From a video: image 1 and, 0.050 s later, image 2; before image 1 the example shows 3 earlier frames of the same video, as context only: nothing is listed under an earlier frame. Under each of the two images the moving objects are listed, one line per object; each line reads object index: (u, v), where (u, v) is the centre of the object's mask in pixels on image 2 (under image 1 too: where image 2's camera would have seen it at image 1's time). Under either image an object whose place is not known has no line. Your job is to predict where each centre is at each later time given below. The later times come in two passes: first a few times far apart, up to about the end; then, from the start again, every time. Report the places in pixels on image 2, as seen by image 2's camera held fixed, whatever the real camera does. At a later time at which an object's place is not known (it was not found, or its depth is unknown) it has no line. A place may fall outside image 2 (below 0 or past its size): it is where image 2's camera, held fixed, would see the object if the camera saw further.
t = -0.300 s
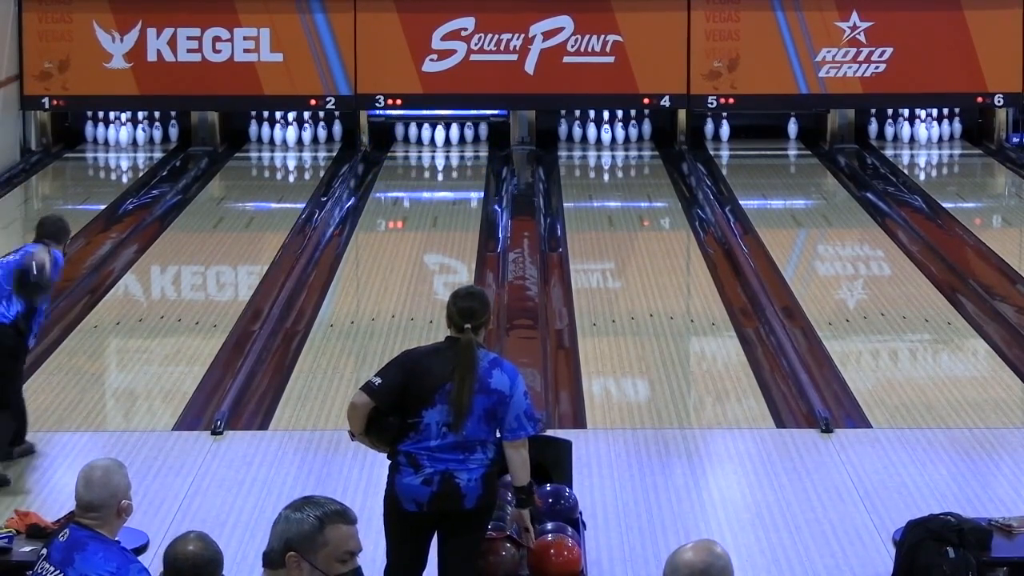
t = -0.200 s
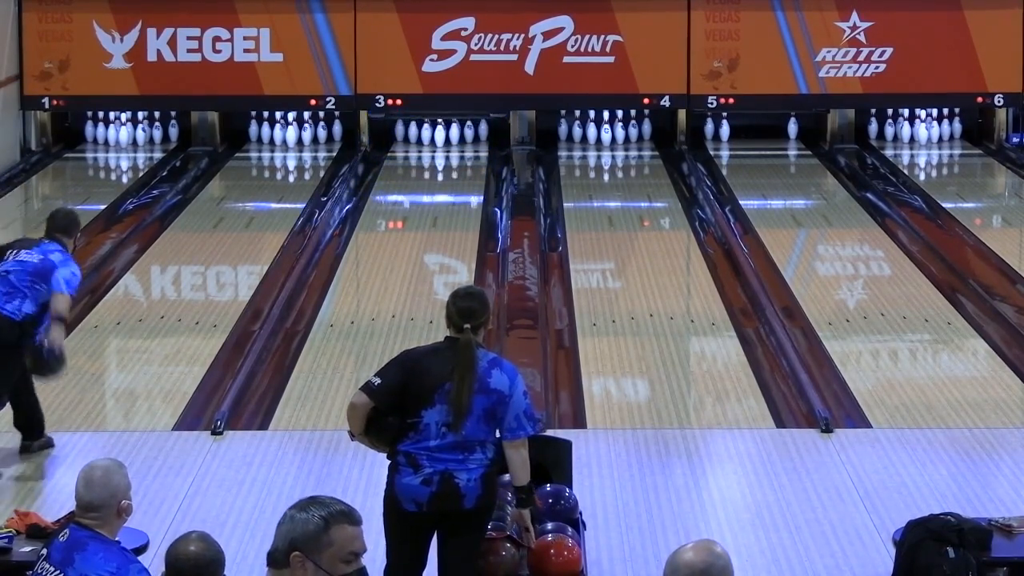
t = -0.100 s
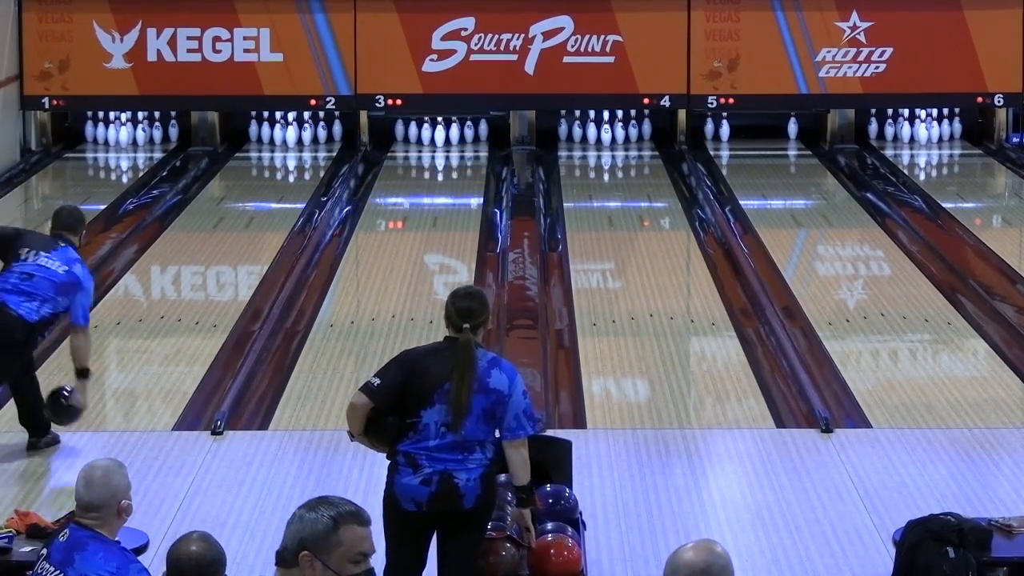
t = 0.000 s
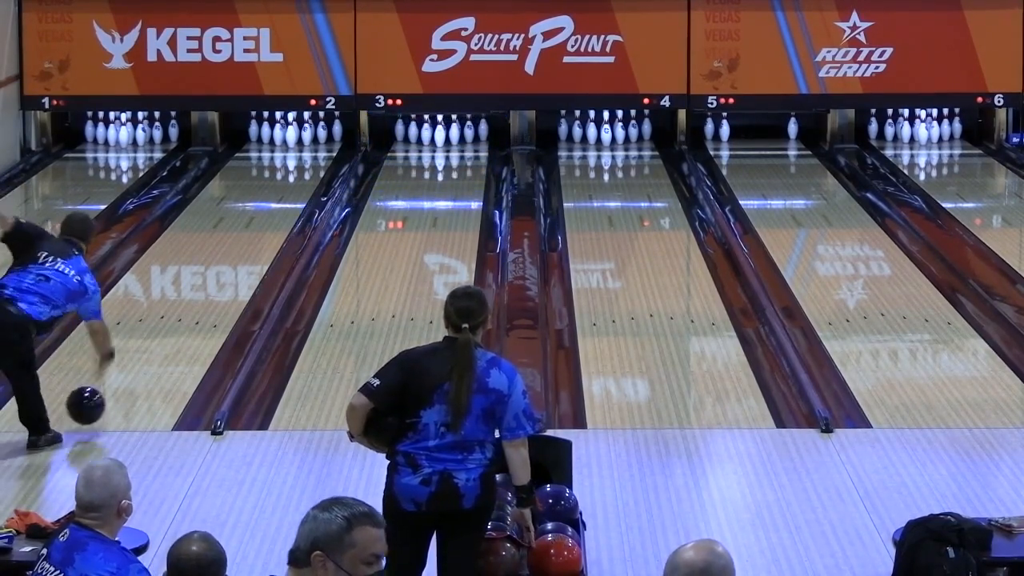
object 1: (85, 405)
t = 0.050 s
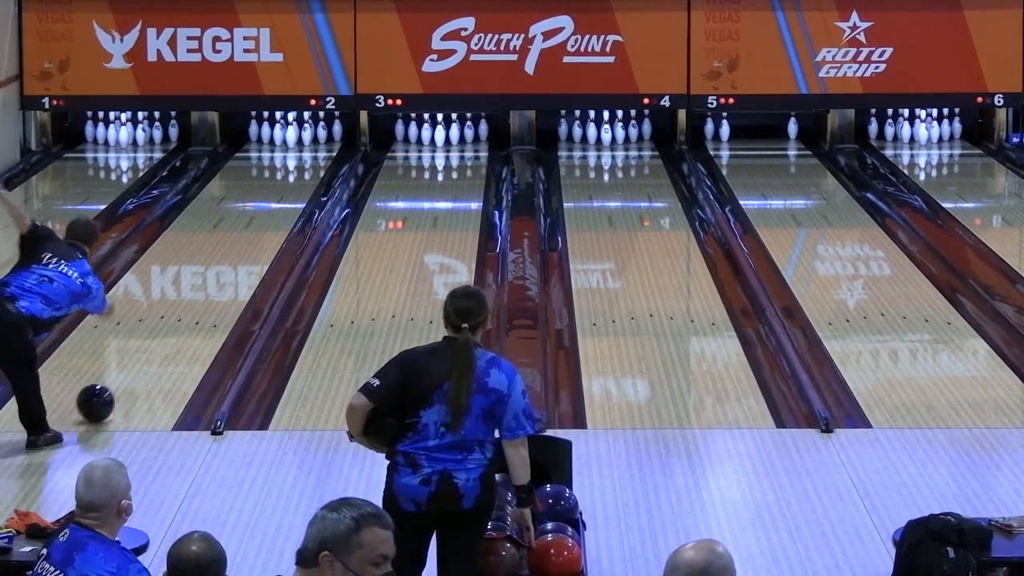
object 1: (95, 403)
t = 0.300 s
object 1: (137, 354)
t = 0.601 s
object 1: (179, 307)
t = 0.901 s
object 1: (212, 267)
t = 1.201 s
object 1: (239, 235)
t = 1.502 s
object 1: (262, 206)
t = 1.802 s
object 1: (280, 182)
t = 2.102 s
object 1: (291, 162)
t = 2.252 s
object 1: (293, 153)
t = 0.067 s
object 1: (98, 399)
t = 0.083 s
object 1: (101, 395)
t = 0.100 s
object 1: (104, 391)
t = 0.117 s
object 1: (107, 388)
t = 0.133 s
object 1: (110, 385)
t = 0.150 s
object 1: (113, 382)
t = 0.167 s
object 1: (116, 379)
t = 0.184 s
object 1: (119, 376)
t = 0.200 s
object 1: (121, 373)
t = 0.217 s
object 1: (124, 369)
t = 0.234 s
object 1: (127, 366)
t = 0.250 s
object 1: (130, 363)
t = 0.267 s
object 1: (132, 360)
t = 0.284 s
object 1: (135, 357)
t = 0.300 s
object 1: (137, 354)
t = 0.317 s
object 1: (140, 351)
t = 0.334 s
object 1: (143, 349)
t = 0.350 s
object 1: (145, 346)
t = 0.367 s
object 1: (148, 343)
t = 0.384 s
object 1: (150, 340)
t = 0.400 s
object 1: (152, 337)
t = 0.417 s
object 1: (155, 334)
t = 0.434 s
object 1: (157, 332)
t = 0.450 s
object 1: (159, 329)
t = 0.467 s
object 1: (162, 327)
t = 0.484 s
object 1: (164, 324)
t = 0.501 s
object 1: (166, 321)
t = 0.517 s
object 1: (168, 319)
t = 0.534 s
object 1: (171, 316)
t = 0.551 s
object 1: (173, 314)
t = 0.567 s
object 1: (175, 312)
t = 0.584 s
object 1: (177, 309)
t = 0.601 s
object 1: (179, 307)
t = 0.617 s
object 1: (181, 304)
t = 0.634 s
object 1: (183, 302)
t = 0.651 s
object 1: (185, 299)
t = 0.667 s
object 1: (187, 297)
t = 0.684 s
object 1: (189, 295)
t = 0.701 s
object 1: (191, 293)
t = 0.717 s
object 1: (193, 291)
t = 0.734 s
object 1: (194, 288)
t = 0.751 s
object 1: (196, 286)
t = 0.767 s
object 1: (198, 284)
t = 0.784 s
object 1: (200, 282)
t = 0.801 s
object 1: (202, 280)
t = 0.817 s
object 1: (204, 278)
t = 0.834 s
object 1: (205, 275)
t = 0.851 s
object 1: (207, 273)
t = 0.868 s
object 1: (209, 271)
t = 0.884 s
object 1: (211, 269)
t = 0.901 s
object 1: (212, 267)
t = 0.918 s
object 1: (214, 265)
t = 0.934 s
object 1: (216, 263)
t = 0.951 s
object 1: (217, 261)
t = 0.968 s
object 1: (219, 259)
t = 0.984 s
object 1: (220, 257)
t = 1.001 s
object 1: (222, 256)
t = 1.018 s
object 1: (224, 254)
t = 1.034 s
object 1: (225, 252)
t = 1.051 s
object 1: (227, 250)
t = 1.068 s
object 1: (228, 248)
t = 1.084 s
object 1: (230, 247)
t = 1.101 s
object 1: (231, 245)
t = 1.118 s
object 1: (233, 243)
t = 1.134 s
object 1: (234, 241)
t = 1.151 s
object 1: (235, 240)
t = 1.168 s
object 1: (237, 238)
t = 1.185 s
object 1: (238, 236)
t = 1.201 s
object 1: (239, 235)
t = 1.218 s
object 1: (241, 233)
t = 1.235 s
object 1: (242, 231)
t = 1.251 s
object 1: (244, 229)
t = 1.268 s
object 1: (245, 228)
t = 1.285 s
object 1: (246, 226)
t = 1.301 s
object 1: (248, 225)
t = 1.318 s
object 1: (249, 223)
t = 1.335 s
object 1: (250, 221)
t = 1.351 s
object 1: (252, 220)
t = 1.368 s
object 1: (253, 218)
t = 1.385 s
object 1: (254, 217)
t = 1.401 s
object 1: (255, 215)
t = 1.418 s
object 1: (257, 214)
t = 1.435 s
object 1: (258, 212)
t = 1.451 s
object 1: (259, 211)
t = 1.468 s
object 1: (260, 209)
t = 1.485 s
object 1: (261, 208)
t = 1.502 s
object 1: (262, 206)
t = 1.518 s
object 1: (263, 205)
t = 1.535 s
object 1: (265, 204)
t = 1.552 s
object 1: (266, 202)
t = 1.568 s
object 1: (267, 200)
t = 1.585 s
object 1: (268, 199)
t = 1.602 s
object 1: (269, 198)
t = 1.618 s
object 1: (270, 196)
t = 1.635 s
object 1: (271, 195)
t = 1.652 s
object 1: (272, 193)
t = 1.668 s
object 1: (273, 192)
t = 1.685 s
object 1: (274, 191)
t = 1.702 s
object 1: (275, 190)
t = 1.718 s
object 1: (276, 189)
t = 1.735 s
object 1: (277, 188)
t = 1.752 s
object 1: (278, 186)
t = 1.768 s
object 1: (278, 185)
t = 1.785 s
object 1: (279, 184)
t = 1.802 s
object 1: (280, 182)
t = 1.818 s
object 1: (281, 181)
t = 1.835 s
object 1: (282, 180)
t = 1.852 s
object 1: (283, 179)
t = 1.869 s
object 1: (283, 178)
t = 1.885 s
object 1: (284, 177)
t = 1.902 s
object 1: (285, 175)
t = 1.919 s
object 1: (285, 174)
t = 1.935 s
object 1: (286, 173)
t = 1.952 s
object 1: (287, 172)
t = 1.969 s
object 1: (287, 171)
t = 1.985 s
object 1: (288, 170)
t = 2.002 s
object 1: (289, 168)
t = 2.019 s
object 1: (289, 167)
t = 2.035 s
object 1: (289, 166)
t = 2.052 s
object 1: (290, 165)
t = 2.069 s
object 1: (290, 164)
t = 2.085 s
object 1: (291, 163)
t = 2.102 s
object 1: (291, 162)
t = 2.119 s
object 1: (291, 161)
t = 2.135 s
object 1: (292, 160)
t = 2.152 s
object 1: (292, 159)
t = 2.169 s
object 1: (292, 158)
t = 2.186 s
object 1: (293, 157)
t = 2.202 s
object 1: (293, 156)
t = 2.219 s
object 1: (293, 155)
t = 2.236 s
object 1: (293, 155)
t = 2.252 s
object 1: (293, 153)
